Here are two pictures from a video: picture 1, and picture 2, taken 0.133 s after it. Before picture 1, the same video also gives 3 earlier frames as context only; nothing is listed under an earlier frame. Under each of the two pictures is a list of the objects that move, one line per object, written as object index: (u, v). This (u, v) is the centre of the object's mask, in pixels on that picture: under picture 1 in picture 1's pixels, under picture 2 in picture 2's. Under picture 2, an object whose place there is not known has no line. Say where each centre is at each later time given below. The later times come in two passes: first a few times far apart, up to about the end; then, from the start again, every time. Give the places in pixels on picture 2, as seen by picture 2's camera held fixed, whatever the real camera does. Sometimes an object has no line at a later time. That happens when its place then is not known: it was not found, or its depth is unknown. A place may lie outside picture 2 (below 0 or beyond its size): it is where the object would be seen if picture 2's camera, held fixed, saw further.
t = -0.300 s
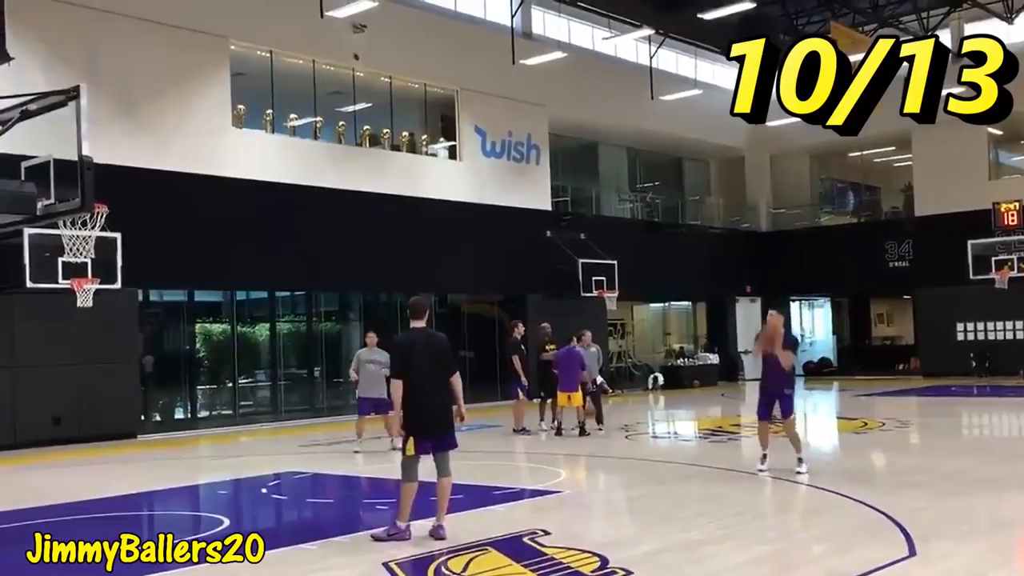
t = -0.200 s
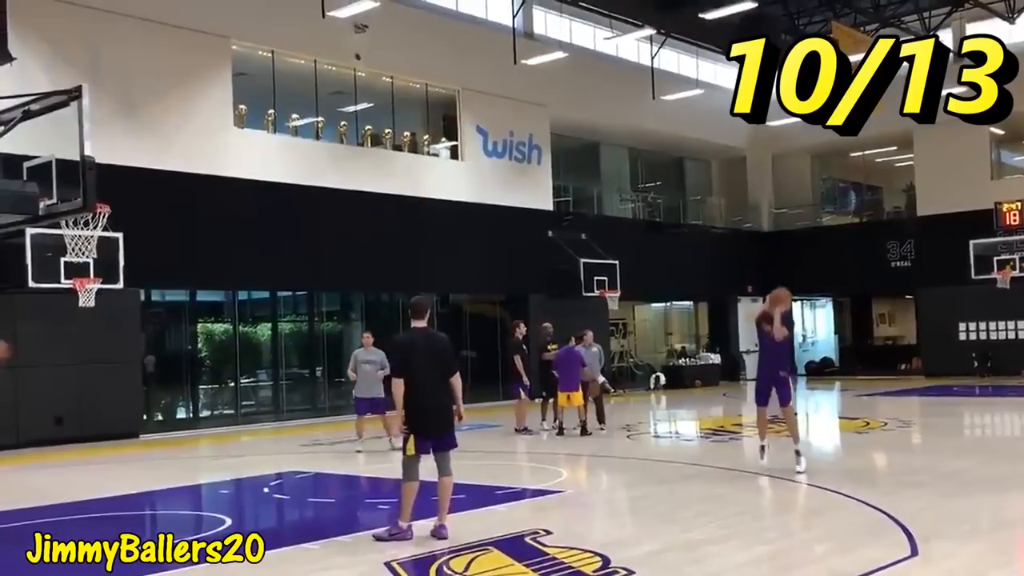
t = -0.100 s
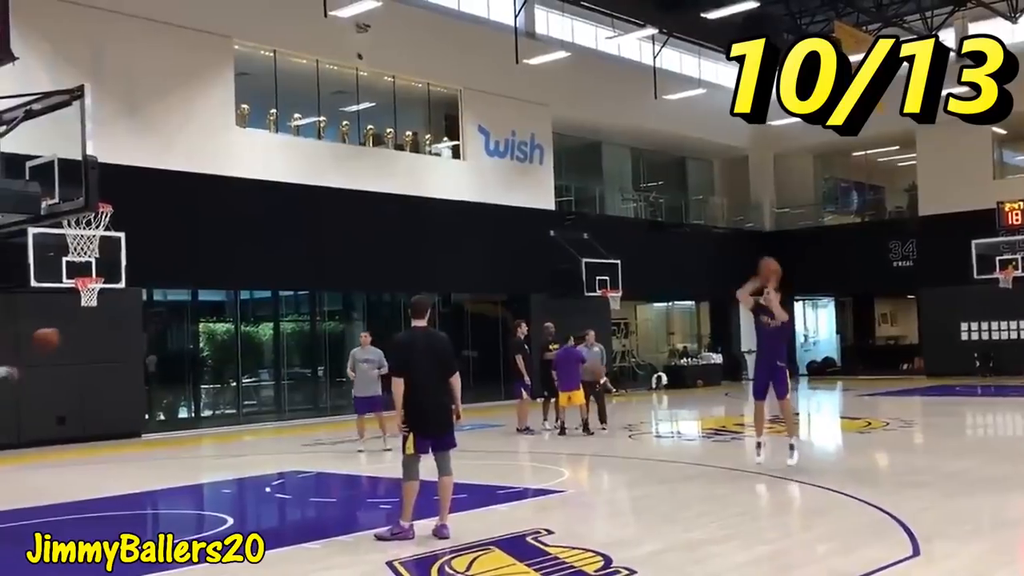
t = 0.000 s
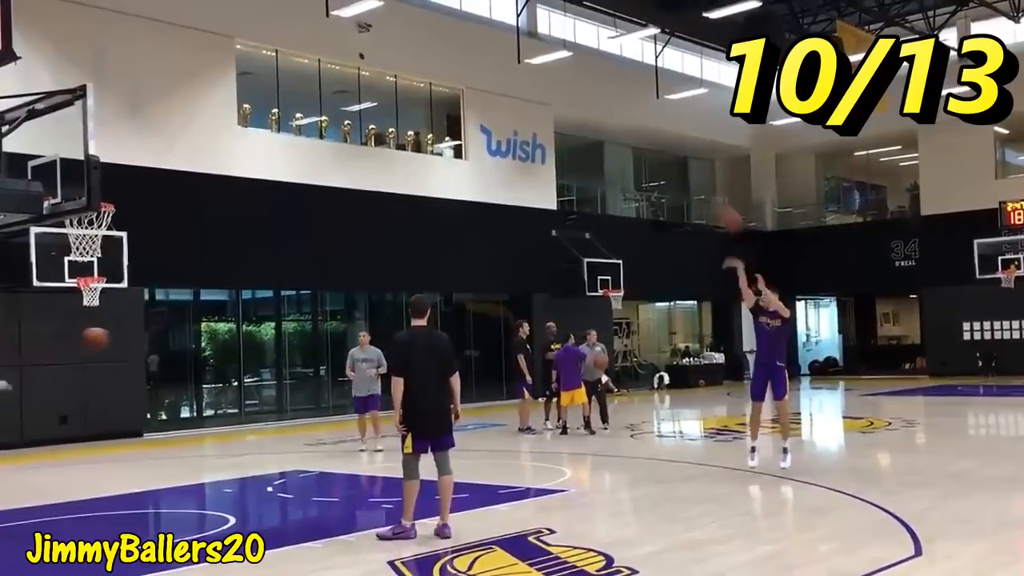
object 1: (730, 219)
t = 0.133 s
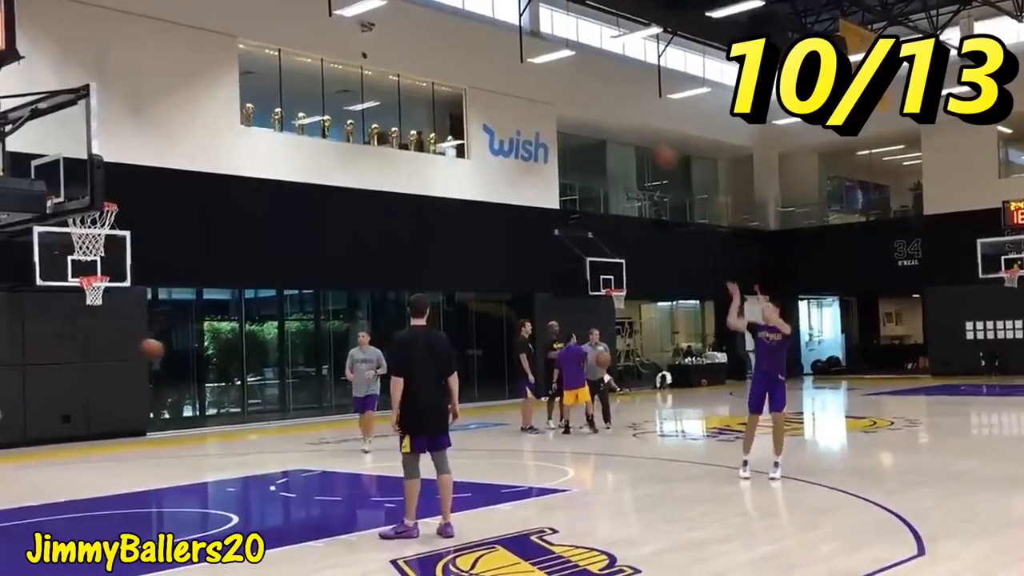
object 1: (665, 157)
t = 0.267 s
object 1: (595, 112)
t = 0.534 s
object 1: (456, 61)
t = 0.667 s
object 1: (385, 57)
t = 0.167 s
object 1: (649, 144)
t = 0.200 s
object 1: (630, 134)
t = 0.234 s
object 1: (613, 122)
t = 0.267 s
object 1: (595, 112)
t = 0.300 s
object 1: (578, 102)
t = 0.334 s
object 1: (562, 93)
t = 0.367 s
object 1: (544, 86)
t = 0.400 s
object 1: (527, 78)
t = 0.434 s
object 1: (509, 72)
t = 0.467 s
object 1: (492, 68)
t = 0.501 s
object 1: (474, 63)
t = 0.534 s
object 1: (456, 61)
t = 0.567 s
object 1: (438, 58)
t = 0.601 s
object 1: (420, 57)
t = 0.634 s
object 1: (403, 57)
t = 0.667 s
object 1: (385, 57)
